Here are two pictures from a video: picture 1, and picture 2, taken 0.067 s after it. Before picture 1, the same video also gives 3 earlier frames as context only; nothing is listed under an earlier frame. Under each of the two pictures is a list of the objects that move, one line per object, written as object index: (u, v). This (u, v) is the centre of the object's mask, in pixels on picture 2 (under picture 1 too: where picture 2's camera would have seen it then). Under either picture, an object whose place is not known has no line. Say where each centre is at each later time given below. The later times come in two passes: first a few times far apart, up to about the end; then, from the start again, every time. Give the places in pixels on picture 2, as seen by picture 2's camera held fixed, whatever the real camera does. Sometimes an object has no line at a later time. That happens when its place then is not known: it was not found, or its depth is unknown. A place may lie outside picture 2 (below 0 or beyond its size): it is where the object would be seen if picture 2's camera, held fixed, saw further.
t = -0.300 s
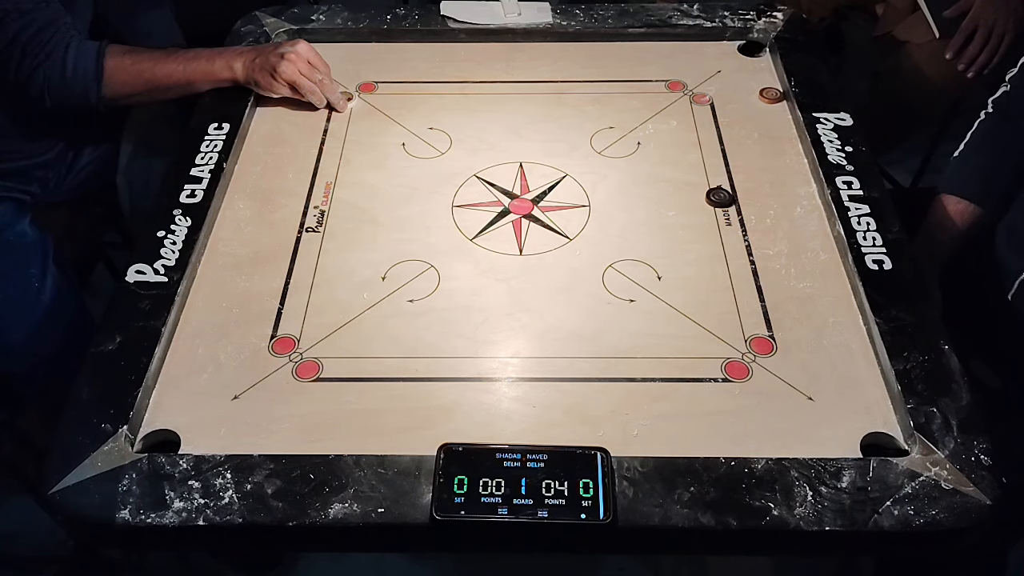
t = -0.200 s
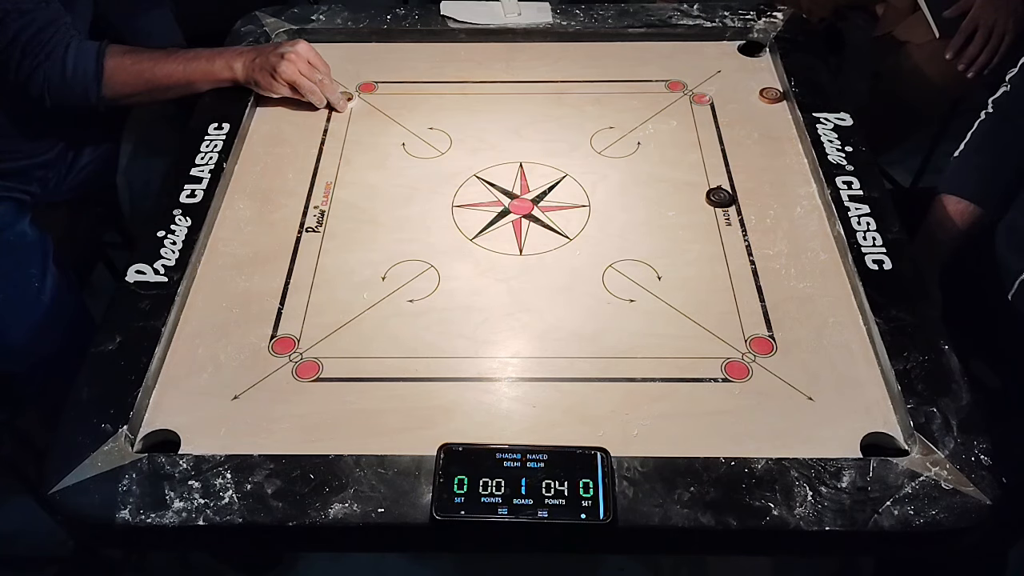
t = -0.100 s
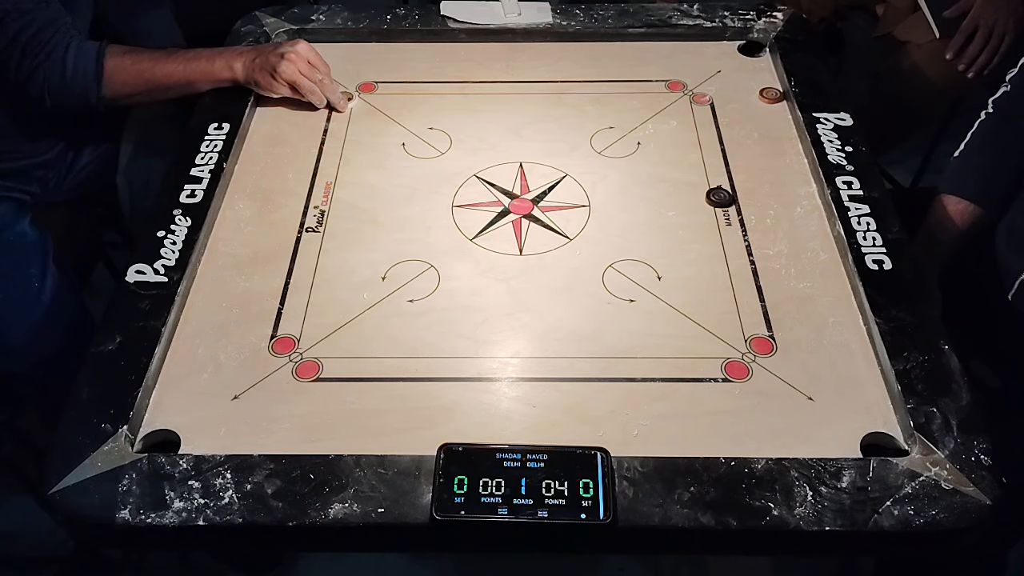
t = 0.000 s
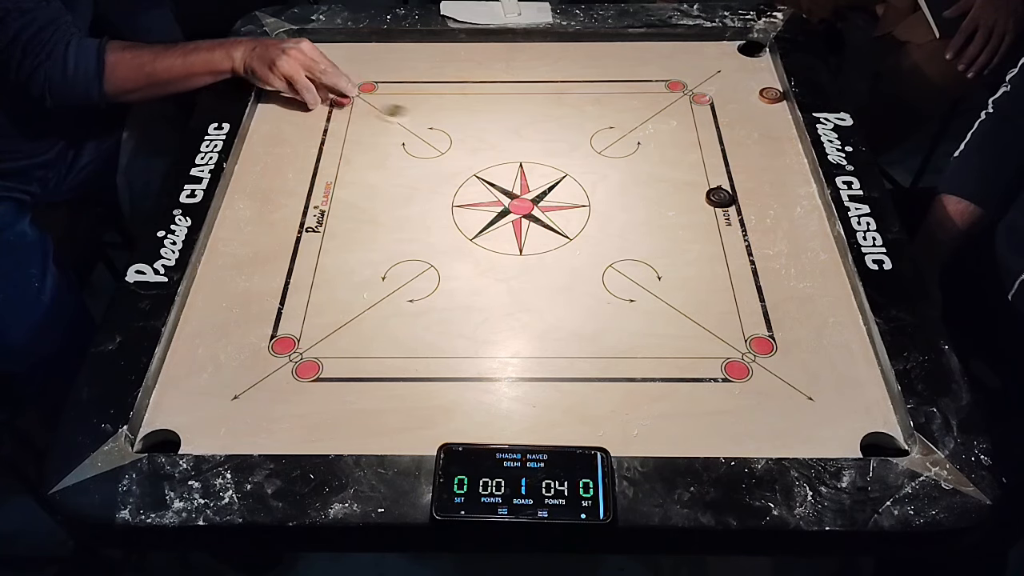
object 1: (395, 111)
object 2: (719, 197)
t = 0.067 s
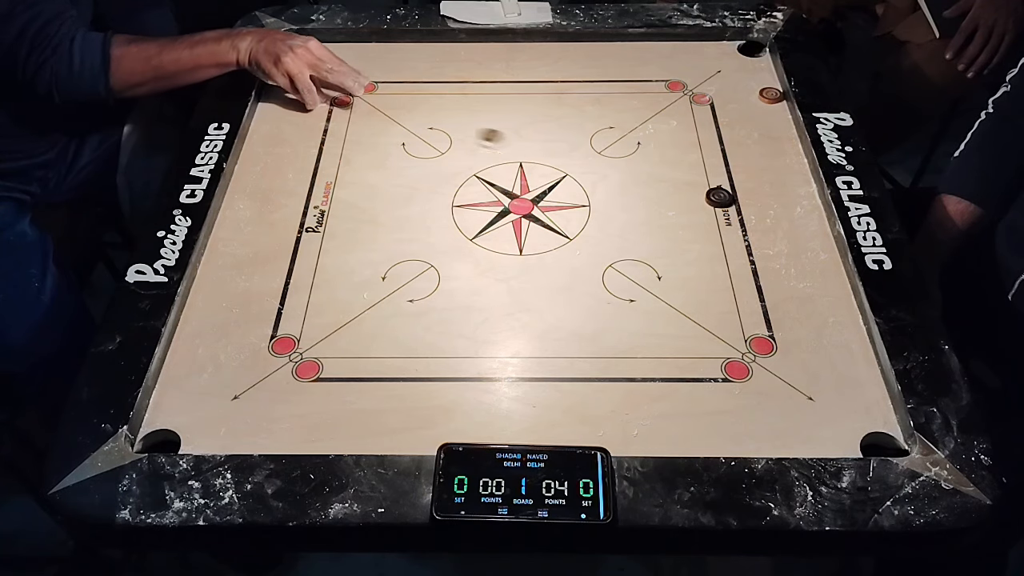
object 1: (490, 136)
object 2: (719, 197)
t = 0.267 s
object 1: (744, 196)
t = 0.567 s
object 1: (700, 209)
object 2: (418, 331)
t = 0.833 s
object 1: (636, 210)
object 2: (173, 387)
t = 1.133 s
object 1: (629, 210)
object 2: (250, 386)
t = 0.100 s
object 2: (719, 197)
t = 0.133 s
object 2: (719, 197)
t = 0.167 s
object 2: (719, 197)
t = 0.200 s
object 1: (692, 188)
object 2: (721, 197)
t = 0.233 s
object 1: (719, 192)
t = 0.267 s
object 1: (744, 196)
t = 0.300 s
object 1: (770, 200)
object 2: (751, 251)
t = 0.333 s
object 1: (796, 203)
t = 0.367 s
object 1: (797, 205)
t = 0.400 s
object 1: (778, 206)
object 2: (620, 283)
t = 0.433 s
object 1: (761, 207)
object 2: (579, 293)
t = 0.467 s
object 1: (744, 207)
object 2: (538, 302)
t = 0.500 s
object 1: (728, 208)
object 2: (497, 312)
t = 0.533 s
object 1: (714, 208)
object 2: (457, 321)
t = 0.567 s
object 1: (700, 209)
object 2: (418, 331)
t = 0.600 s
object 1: (690, 209)
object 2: (380, 339)
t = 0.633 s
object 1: (678, 209)
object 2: (345, 347)
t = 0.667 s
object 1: (669, 210)
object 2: (309, 356)
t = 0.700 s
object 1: (660, 210)
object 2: (275, 363)
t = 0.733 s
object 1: (653, 210)
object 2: (244, 370)
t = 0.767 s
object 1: (646, 210)
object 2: (214, 376)
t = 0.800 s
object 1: (641, 210)
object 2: (185, 383)
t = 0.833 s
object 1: (636, 210)
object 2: (173, 387)
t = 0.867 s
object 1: (633, 210)
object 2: (190, 387)
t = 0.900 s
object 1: (631, 210)
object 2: (204, 387)
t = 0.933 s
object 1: (630, 210)
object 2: (216, 387)
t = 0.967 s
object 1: (629, 210)
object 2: (227, 387)
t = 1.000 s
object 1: (629, 210)
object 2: (235, 387)
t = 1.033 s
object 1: (629, 210)
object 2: (242, 387)
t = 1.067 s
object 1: (629, 210)
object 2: (246, 387)
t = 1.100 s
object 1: (629, 210)
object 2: (249, 386)
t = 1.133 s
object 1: (629, 210)
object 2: (250, 386)
